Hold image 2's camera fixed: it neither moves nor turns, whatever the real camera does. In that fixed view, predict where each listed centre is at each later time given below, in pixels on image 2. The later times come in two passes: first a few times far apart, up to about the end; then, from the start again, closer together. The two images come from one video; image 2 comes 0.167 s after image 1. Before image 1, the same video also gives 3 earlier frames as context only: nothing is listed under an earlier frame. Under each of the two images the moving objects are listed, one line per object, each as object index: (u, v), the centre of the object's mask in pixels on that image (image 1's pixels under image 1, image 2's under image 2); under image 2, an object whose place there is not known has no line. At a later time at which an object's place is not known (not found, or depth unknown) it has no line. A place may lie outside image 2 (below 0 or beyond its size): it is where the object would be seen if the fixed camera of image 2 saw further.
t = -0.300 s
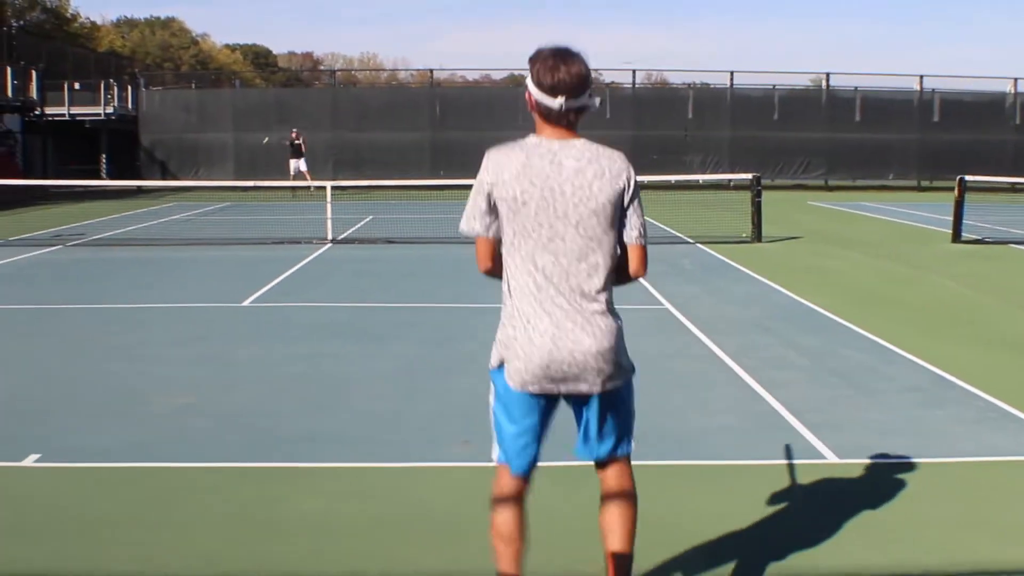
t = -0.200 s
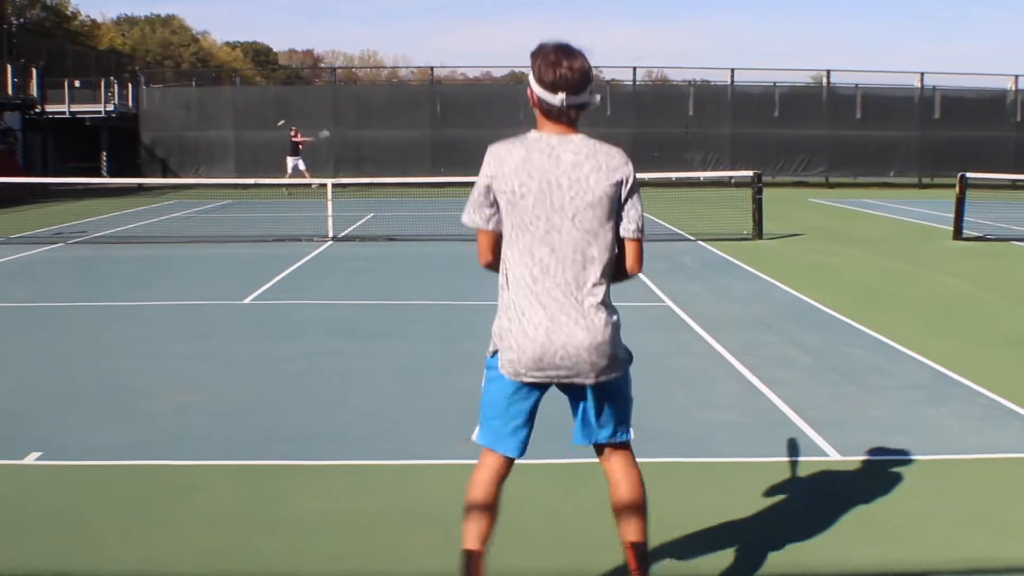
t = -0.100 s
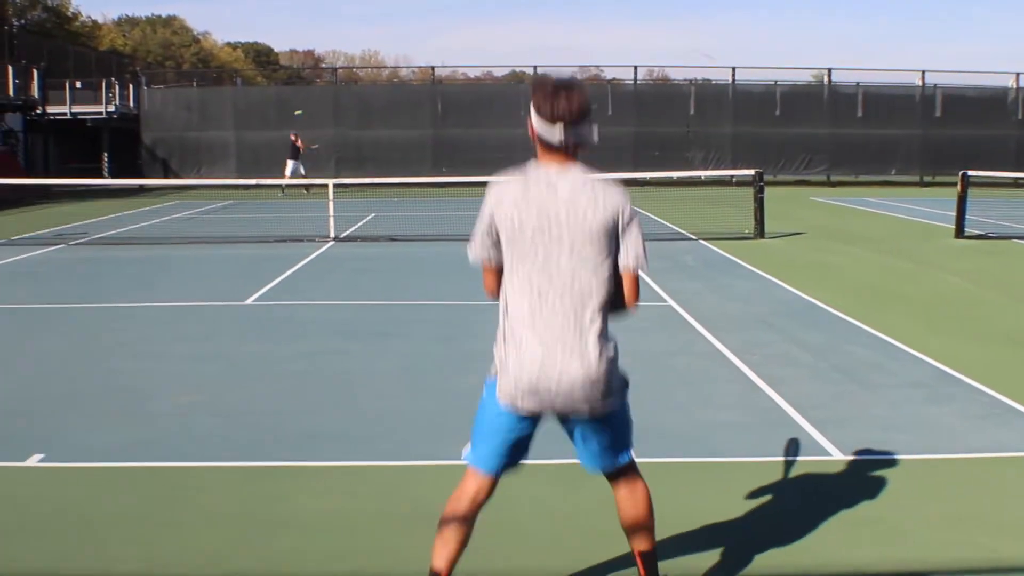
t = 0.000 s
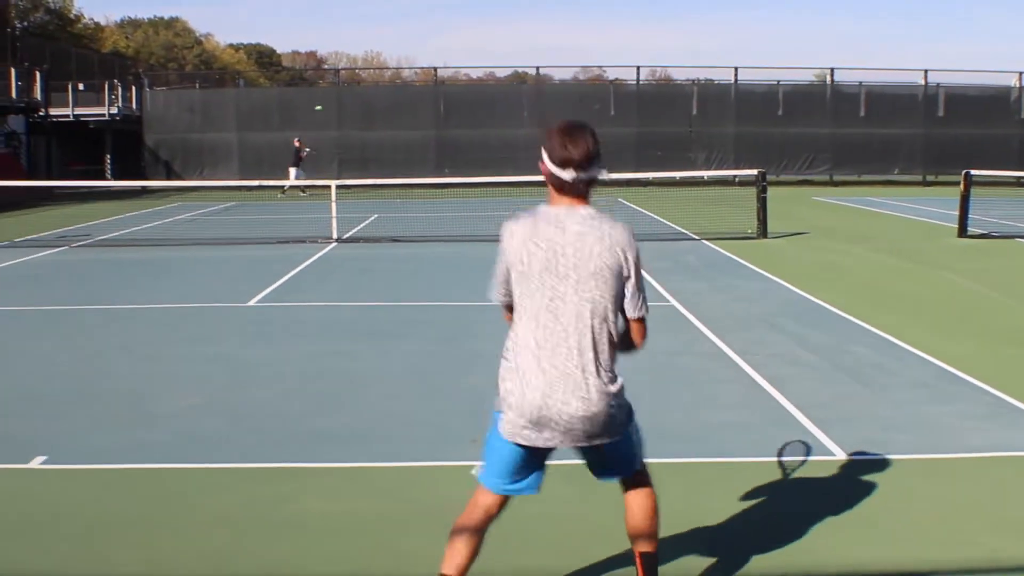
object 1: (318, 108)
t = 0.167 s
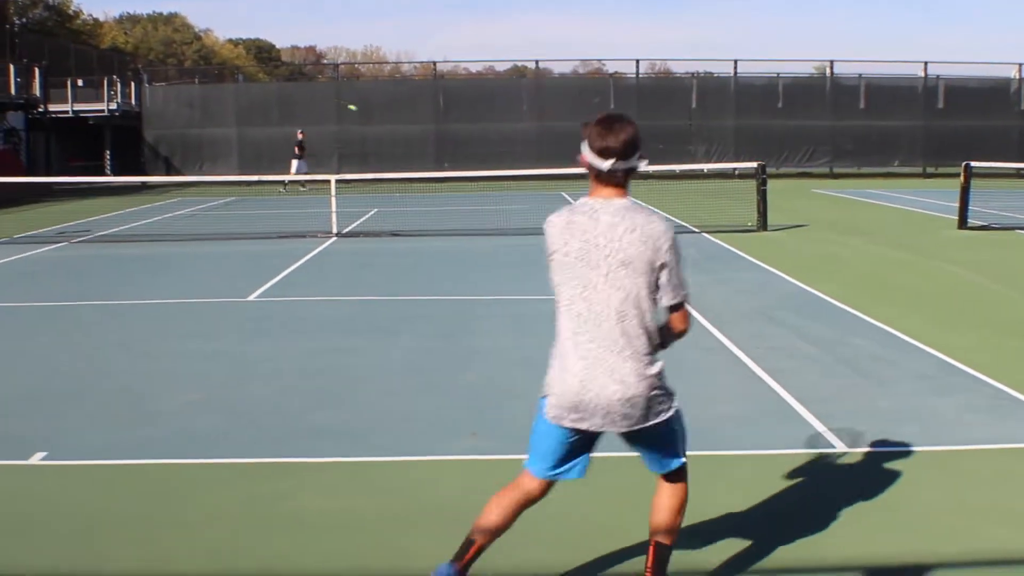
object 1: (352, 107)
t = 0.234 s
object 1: (368, 117)
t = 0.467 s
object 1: (433, 200)
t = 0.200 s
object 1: (360, 111)
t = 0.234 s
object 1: (368, 117)
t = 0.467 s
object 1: (433, 200)
